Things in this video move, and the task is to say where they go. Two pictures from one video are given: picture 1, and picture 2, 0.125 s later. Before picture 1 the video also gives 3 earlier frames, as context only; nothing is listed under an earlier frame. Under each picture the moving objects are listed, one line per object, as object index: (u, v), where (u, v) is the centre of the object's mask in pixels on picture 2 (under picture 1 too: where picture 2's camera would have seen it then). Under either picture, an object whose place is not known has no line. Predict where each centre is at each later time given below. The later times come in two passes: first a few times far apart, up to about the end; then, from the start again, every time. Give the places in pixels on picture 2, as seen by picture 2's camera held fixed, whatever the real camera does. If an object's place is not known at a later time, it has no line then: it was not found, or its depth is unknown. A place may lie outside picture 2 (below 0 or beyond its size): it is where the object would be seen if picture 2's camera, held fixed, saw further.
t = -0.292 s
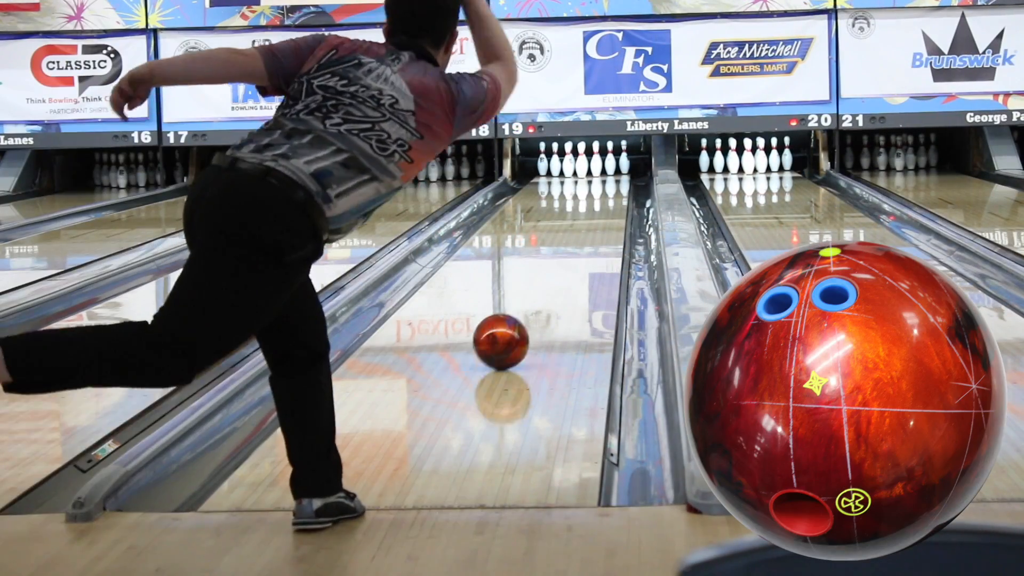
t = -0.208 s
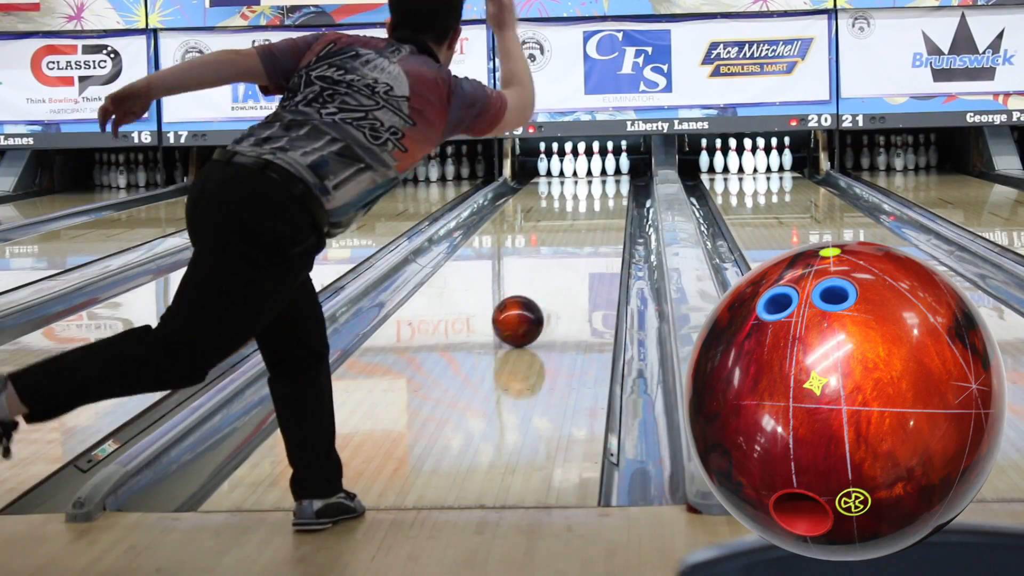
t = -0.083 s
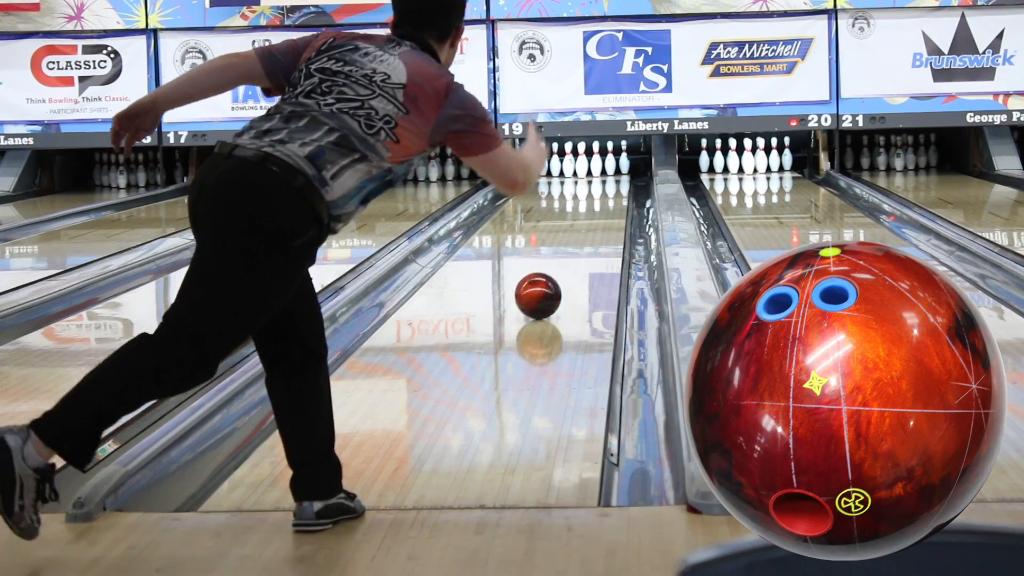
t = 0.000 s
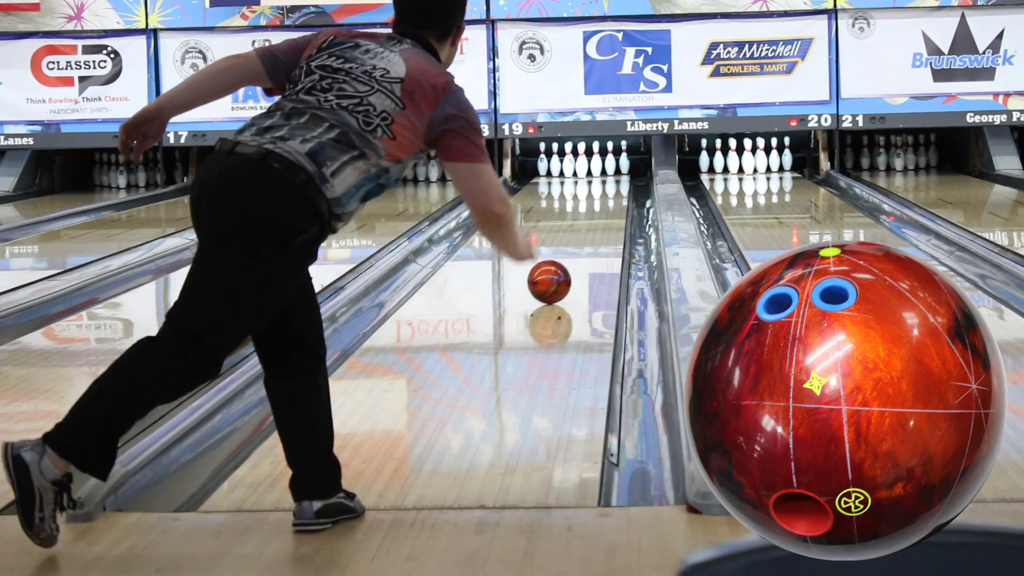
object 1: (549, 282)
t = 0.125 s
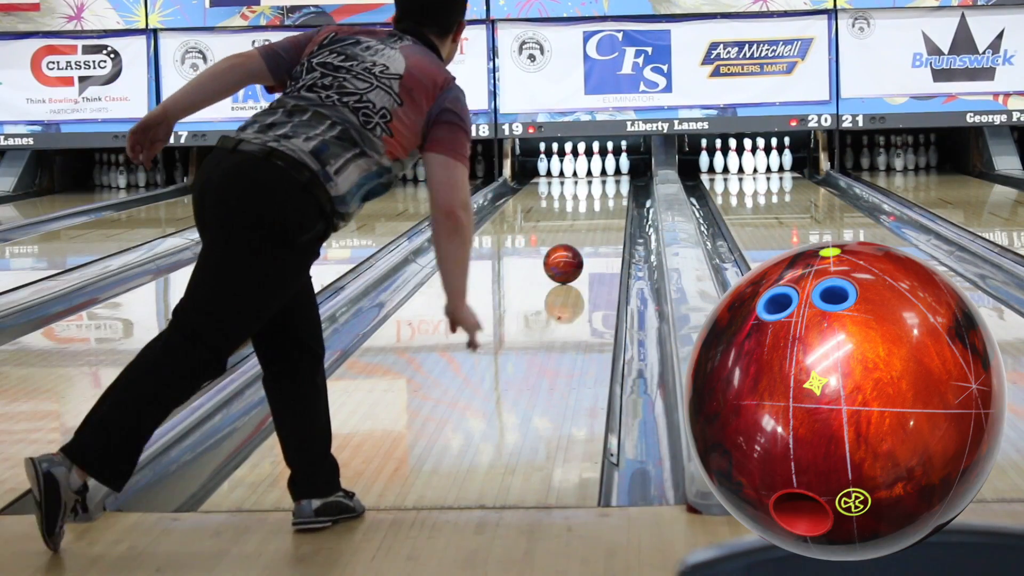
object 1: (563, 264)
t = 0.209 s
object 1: (571, 253)
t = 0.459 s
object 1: (589, 227)
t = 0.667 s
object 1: (600, 211)
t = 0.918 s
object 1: (607, 196)
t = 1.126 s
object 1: (610, 186)
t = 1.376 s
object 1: (607, 177)
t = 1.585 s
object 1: (599, 172)
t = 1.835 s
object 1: (597, 167)
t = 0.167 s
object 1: (567, 258)
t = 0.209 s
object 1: (571, 253)
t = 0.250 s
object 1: (575, 248)
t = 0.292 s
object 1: (578, 244)
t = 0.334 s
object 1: (581, 239)
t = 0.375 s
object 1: (584, 235)
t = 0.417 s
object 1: (587, 231)
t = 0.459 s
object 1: (589, 227)
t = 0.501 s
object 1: (592, 224)
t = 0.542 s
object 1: (594, 220)
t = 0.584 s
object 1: (596, 217)
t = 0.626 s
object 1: (598, 214)
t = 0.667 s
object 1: (600, 211)
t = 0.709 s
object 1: (601, 208)
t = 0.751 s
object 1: (603, 206)
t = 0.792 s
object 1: (604, 203)
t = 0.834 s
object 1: (605, 201)
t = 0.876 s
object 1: (606, 198)
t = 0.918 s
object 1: (607, 196)
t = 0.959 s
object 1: (608, 194)
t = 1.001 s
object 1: (609, 192)
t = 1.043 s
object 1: (609, 190)
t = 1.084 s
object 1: (609, 188)
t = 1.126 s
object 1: (610, 186)
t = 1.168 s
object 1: (610, 184)
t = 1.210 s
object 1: (609, 183)
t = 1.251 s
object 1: (609, 181)
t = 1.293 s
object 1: (608, 180)
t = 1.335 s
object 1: (608, 179)
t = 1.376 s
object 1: (607, 177)
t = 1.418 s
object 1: (605, 176)
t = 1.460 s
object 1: (604, 175)
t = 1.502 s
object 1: (603, 174)
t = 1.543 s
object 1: (601, 173)
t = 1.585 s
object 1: (599, 172)
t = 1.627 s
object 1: (597, 171)
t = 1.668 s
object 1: (594, 170)
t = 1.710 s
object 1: (592, 169)
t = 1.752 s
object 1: (594, 168)
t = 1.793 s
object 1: (595, 167)
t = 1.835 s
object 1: (597, 167)
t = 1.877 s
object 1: (598, 166)
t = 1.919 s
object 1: (599, 166)
